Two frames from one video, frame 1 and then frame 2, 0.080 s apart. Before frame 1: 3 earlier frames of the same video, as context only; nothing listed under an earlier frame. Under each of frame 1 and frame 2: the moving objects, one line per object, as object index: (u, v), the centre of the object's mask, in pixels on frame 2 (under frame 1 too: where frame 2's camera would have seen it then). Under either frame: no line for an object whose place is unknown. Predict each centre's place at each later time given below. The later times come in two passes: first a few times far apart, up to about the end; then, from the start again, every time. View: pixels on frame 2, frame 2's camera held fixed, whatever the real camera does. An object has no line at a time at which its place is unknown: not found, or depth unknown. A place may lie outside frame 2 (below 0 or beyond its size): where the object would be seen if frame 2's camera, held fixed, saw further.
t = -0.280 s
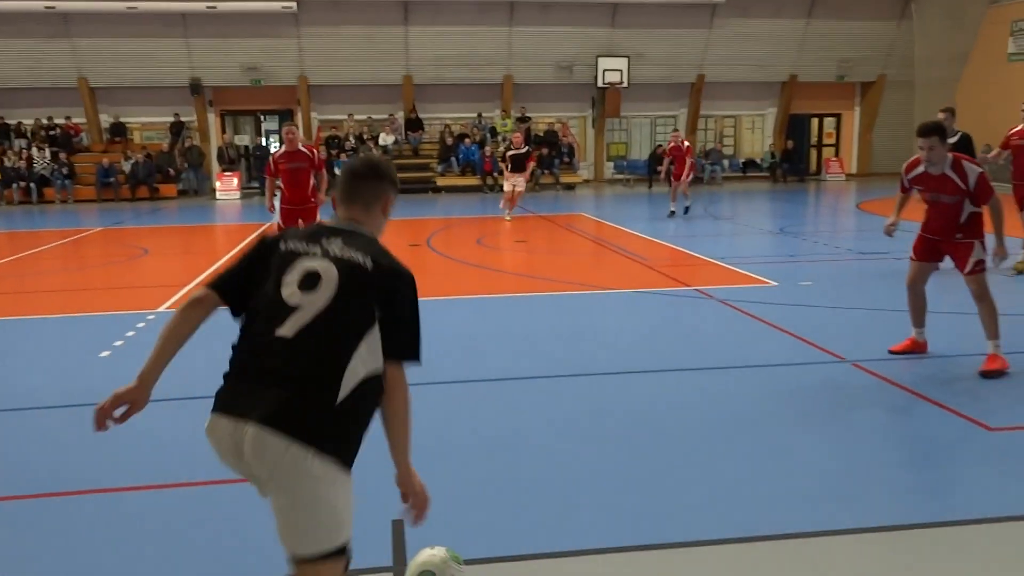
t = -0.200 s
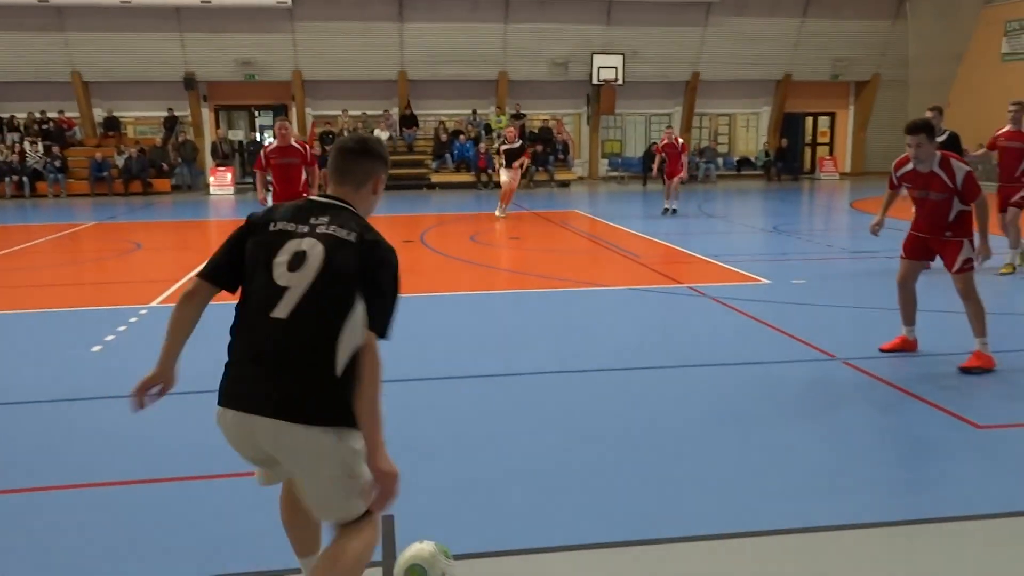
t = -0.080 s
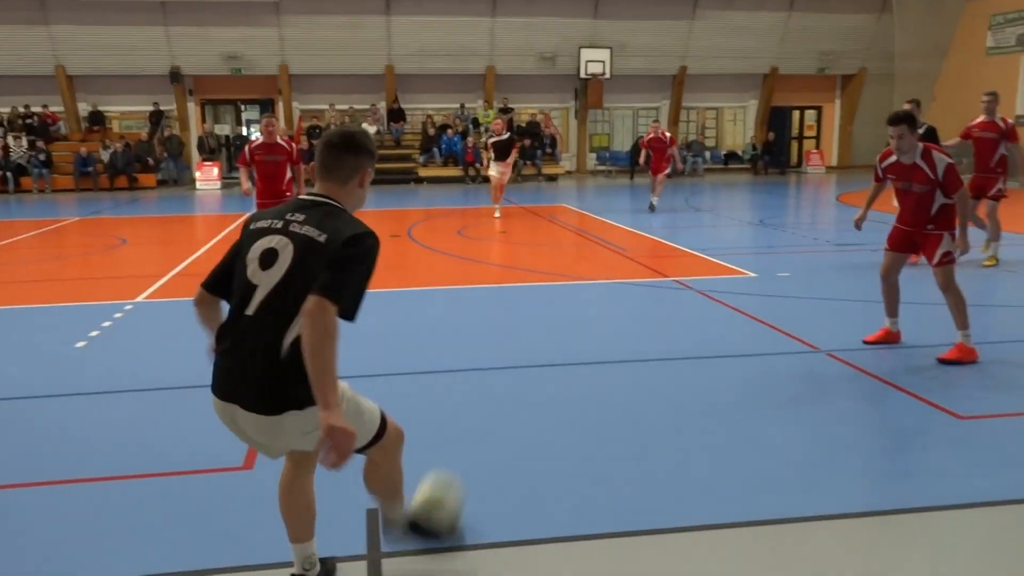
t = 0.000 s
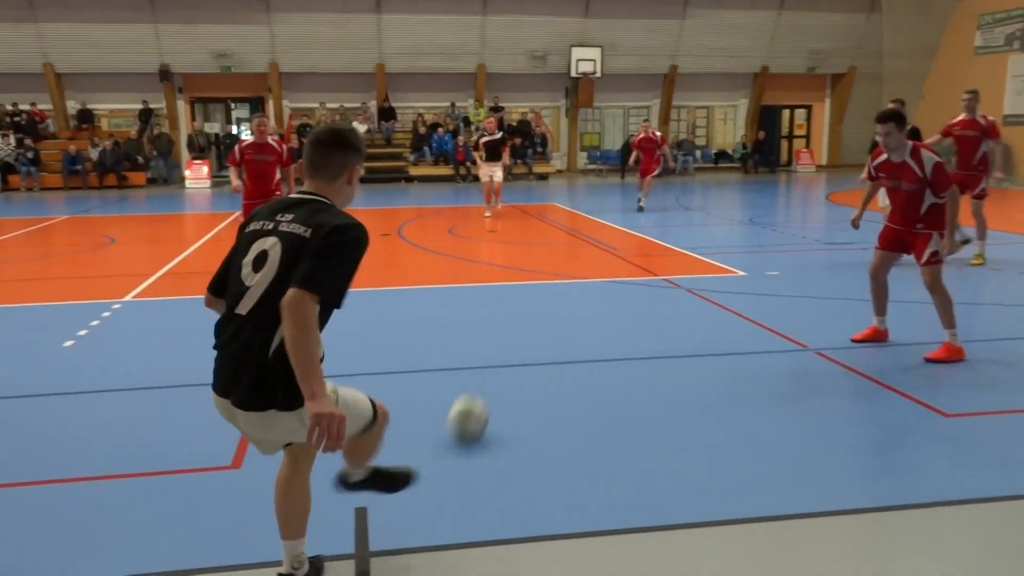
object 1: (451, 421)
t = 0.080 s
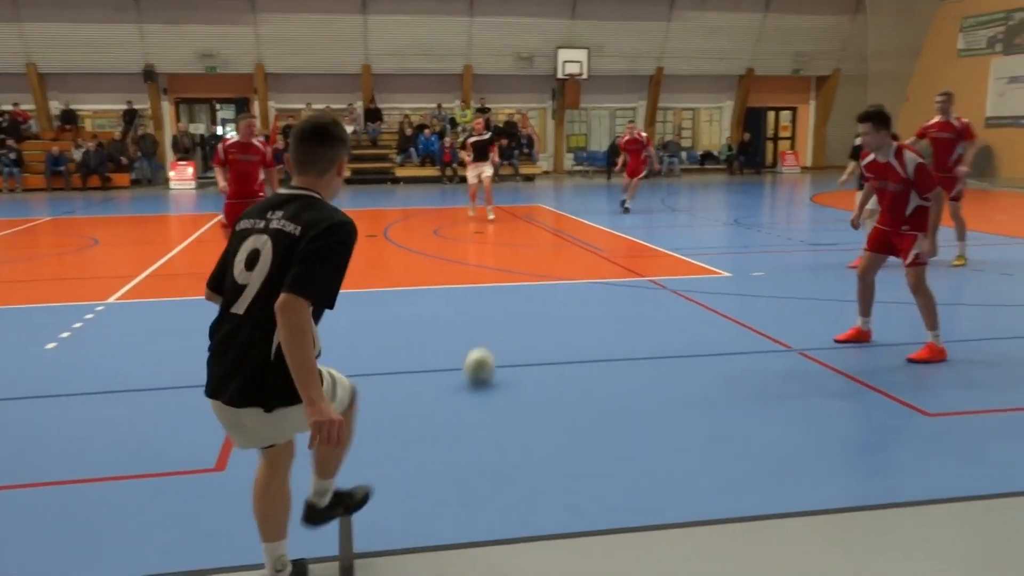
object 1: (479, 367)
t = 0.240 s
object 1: (511, 307)
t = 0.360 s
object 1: (524, 281)
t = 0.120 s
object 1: (489, 347)
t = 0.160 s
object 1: (497, 331)
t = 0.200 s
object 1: (504, 318)
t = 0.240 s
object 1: (511, 307)
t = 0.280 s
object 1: (515, 297)
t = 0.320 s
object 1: (520, 289)
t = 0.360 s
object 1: (524, 281)
